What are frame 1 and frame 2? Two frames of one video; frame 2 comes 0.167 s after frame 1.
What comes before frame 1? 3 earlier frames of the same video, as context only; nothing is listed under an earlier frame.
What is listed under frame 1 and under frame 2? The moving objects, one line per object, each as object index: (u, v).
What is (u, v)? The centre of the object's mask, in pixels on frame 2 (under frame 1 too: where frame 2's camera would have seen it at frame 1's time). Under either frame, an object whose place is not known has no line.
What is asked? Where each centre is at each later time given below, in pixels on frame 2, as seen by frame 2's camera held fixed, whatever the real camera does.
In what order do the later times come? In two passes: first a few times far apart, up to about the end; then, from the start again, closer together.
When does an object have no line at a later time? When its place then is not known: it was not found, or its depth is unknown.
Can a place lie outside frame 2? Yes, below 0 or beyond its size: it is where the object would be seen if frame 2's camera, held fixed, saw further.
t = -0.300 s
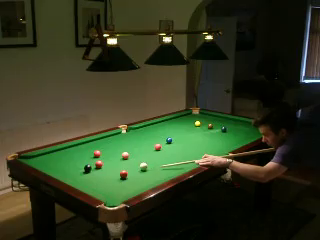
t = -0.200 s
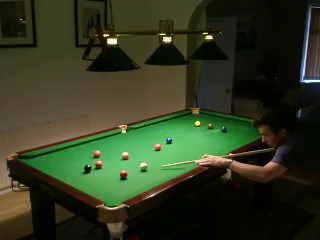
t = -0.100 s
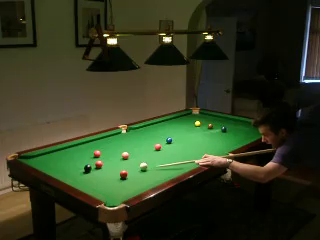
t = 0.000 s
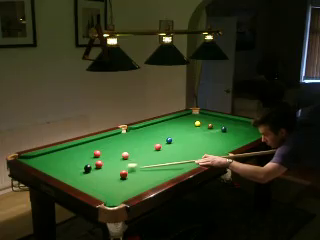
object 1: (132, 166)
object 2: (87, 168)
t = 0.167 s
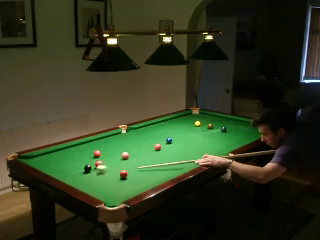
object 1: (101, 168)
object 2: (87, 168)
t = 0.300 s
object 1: (89, 173)
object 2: (81, 169)
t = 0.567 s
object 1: (74, 176)
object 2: (68, 166)
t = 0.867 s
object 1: (78, 176)
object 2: (54, 164)
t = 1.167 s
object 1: (89, 172)
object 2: (43, 162)
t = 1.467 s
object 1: (97, 169)
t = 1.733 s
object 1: (103, 167)
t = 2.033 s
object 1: (109, 165)
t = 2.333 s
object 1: (114, 163)
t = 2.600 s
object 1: (117, 163)
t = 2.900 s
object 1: (120, 162)
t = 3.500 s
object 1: (122, 162)
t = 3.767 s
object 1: (123, 162)
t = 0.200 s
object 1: (96, 171)
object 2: (87, 169)
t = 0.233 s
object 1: (92, 172)
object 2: (85, 170)
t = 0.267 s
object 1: (91, 173)
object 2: (83, 169)
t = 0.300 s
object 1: (89, 173)
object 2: (81, 169)
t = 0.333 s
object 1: (87, 174)
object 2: (80, 168)
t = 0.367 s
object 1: (84, 174)
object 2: (78, 168)
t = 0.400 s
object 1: (83, 175)
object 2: (76, 168)
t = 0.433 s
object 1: (81, 175)
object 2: (75, 168)
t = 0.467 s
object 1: (79, 175)
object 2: (73, 167)
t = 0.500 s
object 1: (77, 176)
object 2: (72, 167)
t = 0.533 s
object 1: (75, 176)
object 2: (70, 167)
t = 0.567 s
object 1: (74, 176)
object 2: (68, 166)
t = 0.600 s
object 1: (72, 176)
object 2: (67, 167)
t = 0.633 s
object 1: (70, 176)
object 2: (65, 166)
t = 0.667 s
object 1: (72, 176)
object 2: (63, 166)
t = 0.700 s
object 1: (72, 176)
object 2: (62, 166)
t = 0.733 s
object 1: (74, 176)
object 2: (60, 165)
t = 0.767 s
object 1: (75, 176)
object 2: (59, 165)
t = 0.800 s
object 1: (76, 176)
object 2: (57, 165)
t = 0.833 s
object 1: (77, 176)
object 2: (56, 165)
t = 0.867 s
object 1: (78, 176)
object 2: (54, 164)
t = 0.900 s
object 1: (79, 175)
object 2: (53, 164)
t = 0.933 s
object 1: (81, 175)
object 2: (52, 164)
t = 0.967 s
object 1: (81, 174)
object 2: (51, 163)
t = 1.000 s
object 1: (83, 174)
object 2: (49, 163)
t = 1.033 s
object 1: (84, 174)
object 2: (48, 163)
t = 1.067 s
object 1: (85, 173)
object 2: (46, 163)
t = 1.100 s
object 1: (86, 173)
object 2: (45, 163)
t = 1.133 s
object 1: (87, 173)
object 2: (44, 162)
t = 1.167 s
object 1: (89, 172)
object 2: (43, 162)
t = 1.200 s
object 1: (89, 172)
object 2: (42, 162)
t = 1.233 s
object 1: (90, 172)
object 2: (41, 161)
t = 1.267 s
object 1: (91, 171)
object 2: (40, 161)
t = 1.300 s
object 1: (92, 171)
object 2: (39, 160)
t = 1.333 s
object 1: (93, 171)
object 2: (37, 160)
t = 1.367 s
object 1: (94, 170)
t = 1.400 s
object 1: (95, 170)
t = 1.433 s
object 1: (96, 170)
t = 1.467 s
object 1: (97, 169)
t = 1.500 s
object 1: (98, 169)
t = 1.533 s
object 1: (98, 169)
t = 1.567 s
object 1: (99, 168)
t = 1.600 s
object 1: (100, 168)
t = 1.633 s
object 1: (101, 168)
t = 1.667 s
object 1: (102, 168)
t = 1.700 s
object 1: (103, 167)
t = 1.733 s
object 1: (103, 167)
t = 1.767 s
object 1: (104, 167)
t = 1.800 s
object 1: (105, 167)
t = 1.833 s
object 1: (105, 166)
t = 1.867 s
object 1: (106, 166)
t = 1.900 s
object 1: (107, 166)
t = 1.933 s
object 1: (107, 166)
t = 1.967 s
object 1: (108, 166)
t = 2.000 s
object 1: (109, 165)
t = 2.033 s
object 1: (109, 165)
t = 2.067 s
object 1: (110, 165)
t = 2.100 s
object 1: (110, 165)
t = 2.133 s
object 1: (111, 165)
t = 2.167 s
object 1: (111, 164)
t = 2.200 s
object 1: (112, 164)
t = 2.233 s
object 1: (112, 164)
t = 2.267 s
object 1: (113, 164)
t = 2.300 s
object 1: (113, 164)
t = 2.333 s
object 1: (114, 163)
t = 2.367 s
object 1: (114, 163)
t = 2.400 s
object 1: (115, 163)
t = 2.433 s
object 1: (115, 163)
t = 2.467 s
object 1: (115, 163)
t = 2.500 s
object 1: (116, 163)
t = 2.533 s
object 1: (116, 163)
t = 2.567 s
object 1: (117, 163)
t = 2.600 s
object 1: (117, 163)
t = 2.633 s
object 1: (117, 163)
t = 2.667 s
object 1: (118, 163)
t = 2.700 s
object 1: (118, 163)
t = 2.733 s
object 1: (118, 163)
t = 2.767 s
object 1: (119, 163)
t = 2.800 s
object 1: (119, 162)
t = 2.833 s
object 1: (119, 162)
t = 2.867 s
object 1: (120, 162)
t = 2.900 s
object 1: (120, 162)
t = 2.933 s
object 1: (120, 162)
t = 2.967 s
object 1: (121, 162)
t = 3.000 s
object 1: (121, 162)
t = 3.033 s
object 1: (120, 162)
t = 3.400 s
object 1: (124, 163)
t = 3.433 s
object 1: (122, 162)
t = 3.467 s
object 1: (122, 162)
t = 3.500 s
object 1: (122, 162)
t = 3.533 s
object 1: (123, 162)
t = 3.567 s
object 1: (122, 162)
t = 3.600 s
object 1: (123, 162)
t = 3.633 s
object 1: (123, 162)
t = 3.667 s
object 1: (123, 162)
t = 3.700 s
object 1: (123, 162)
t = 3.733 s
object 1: (123, 162)
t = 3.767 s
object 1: (123, 162)
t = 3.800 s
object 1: (123, 162)
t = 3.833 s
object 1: (123, 162)
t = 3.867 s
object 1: (123, 162)
